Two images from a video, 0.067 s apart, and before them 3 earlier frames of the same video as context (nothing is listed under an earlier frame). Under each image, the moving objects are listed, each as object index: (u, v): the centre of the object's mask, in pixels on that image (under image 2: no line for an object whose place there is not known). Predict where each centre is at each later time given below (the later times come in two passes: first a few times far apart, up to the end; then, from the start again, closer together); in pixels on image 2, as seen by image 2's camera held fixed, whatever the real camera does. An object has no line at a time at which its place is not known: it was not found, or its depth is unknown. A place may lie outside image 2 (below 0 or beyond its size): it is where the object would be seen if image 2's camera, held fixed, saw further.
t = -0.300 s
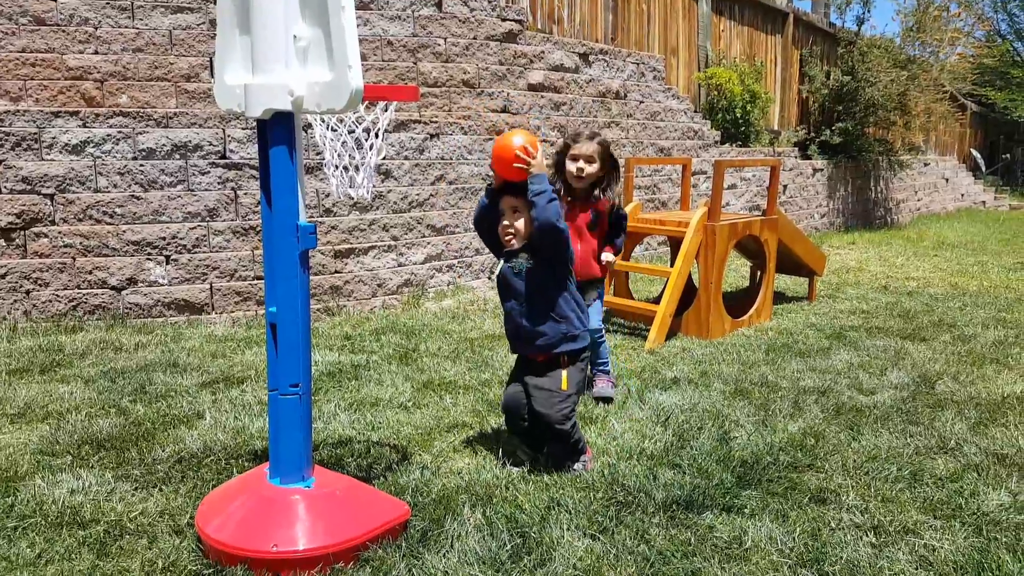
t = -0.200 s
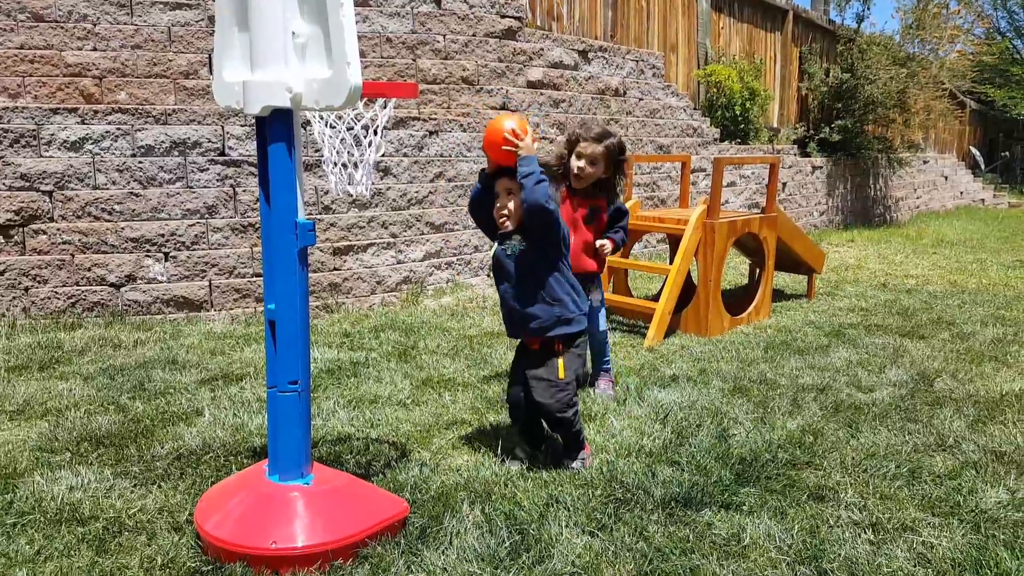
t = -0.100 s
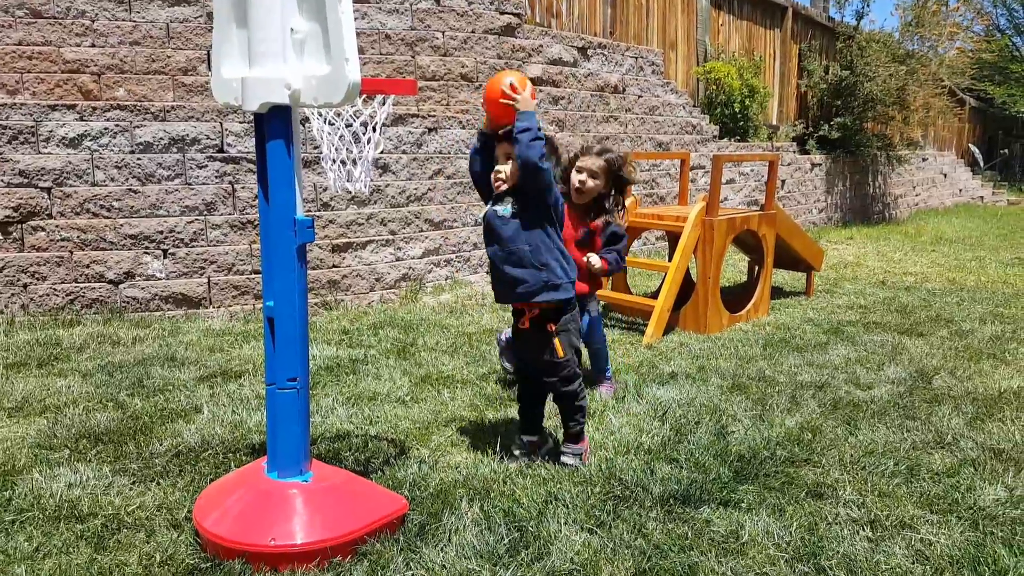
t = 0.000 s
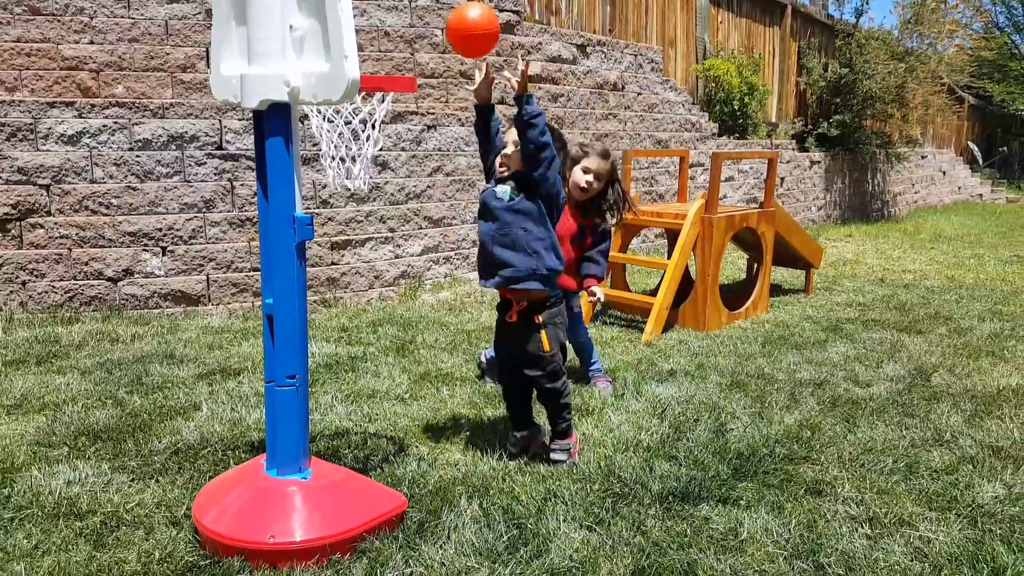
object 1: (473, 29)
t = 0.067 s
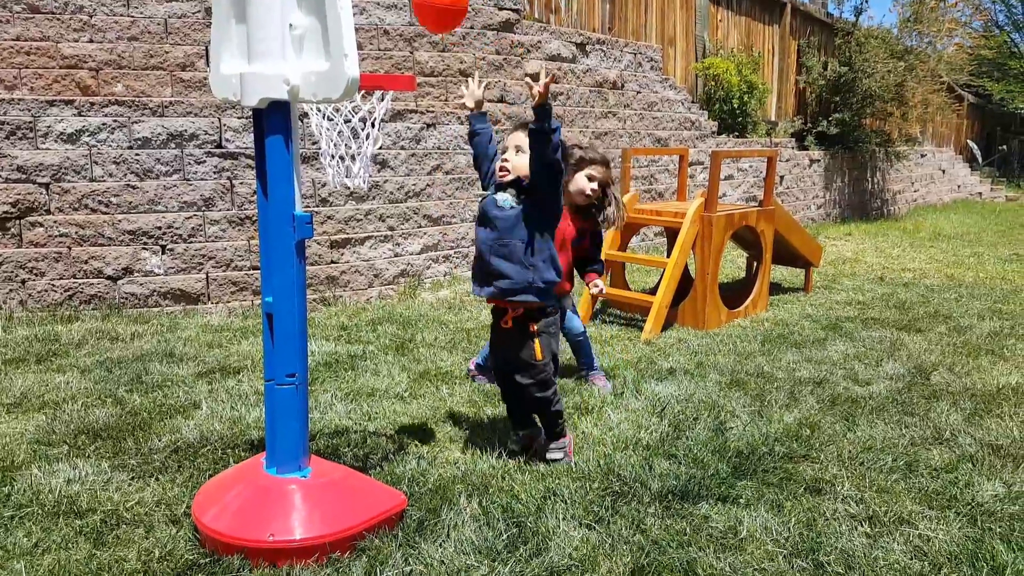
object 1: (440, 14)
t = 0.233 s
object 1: (369, 28)
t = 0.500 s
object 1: (395, 225)
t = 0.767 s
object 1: (458, 415)
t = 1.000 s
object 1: (478, 384)
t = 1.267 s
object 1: (489, 412)
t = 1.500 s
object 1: (484, 407)
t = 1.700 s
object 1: (485, 405)
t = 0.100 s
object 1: (423, 12)
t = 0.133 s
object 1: (407, 12)
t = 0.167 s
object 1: (390, 15)
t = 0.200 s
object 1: (377, 21)
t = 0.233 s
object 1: (369, 28)
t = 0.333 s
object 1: (334, 112)
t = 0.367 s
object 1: (350, 122)
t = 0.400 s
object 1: (364, 145)
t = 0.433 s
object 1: (374, 167)
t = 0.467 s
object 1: (384, 194)
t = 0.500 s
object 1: (395, 225)
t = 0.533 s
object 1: (406, 260)
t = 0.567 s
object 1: (416, 298)
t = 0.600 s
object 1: (427, 340)
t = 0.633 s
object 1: (437, 385)
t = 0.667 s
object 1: (446, 432)
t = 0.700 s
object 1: (453, 455)
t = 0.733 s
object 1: (456, 434)
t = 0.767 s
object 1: (458, 415)
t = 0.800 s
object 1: (461, 399)
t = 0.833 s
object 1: (464, 388)
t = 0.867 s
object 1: (466, 380)
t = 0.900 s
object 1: (469, 376)
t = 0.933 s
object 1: (472, 375)
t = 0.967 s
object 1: (474, 378)
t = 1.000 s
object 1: (478, 384)
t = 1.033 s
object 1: (482, 395)
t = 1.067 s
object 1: (485, 408)
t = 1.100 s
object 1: (488, 425)
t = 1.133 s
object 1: (489, 428)
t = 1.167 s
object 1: (489, 420)
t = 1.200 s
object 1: (489, 414)
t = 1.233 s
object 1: (489, 412)
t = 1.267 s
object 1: (489, 412)
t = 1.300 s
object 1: (489, 414)
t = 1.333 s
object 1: (488, 414)
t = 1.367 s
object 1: (488, 411)
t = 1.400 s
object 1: (486, 409)
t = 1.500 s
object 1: (484, 407)
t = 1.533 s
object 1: (484, 406)
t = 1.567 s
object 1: (485, 407)
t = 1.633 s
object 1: (485, 406)
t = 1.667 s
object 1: (484, 405)
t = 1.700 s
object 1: (485, 405)
